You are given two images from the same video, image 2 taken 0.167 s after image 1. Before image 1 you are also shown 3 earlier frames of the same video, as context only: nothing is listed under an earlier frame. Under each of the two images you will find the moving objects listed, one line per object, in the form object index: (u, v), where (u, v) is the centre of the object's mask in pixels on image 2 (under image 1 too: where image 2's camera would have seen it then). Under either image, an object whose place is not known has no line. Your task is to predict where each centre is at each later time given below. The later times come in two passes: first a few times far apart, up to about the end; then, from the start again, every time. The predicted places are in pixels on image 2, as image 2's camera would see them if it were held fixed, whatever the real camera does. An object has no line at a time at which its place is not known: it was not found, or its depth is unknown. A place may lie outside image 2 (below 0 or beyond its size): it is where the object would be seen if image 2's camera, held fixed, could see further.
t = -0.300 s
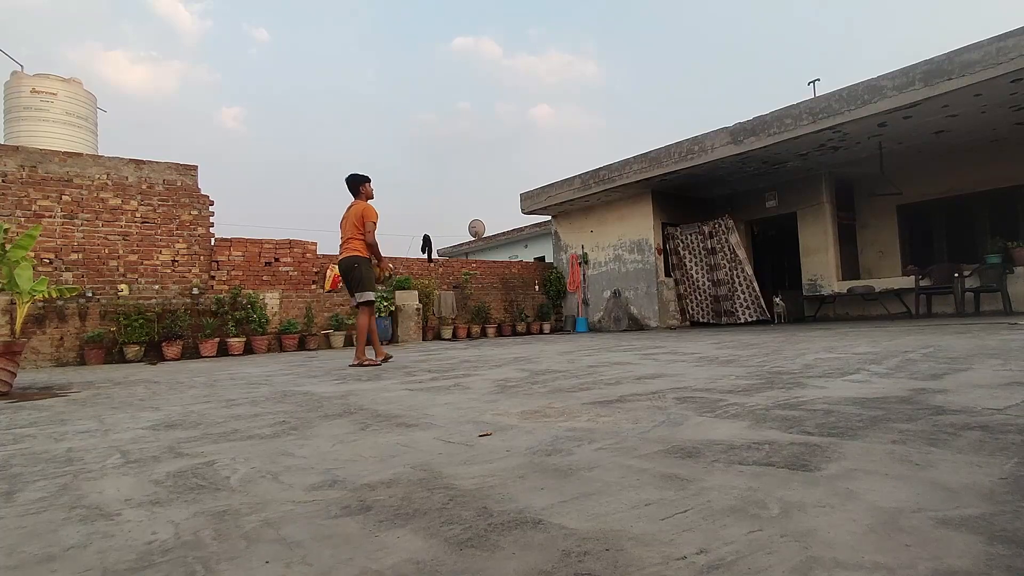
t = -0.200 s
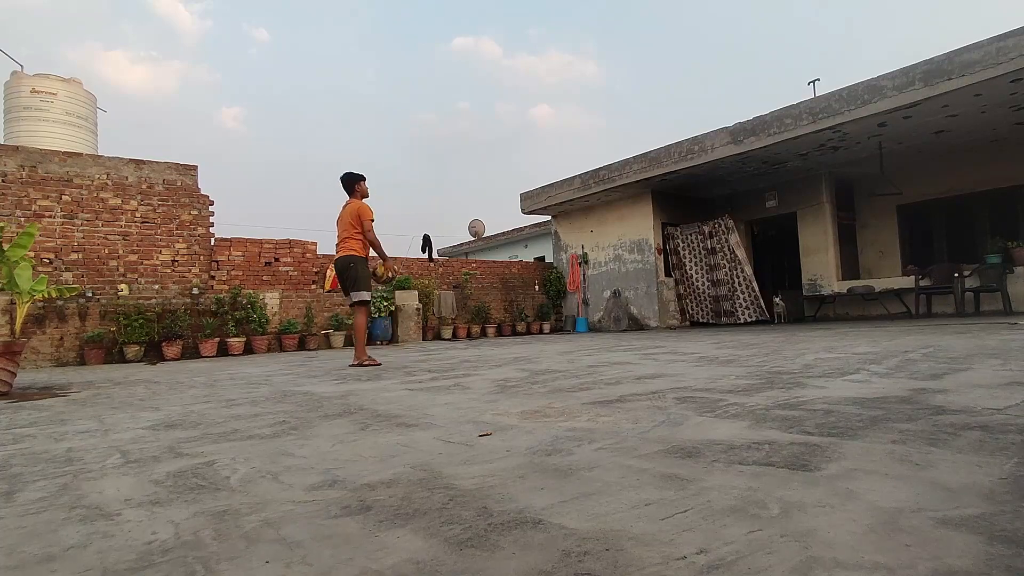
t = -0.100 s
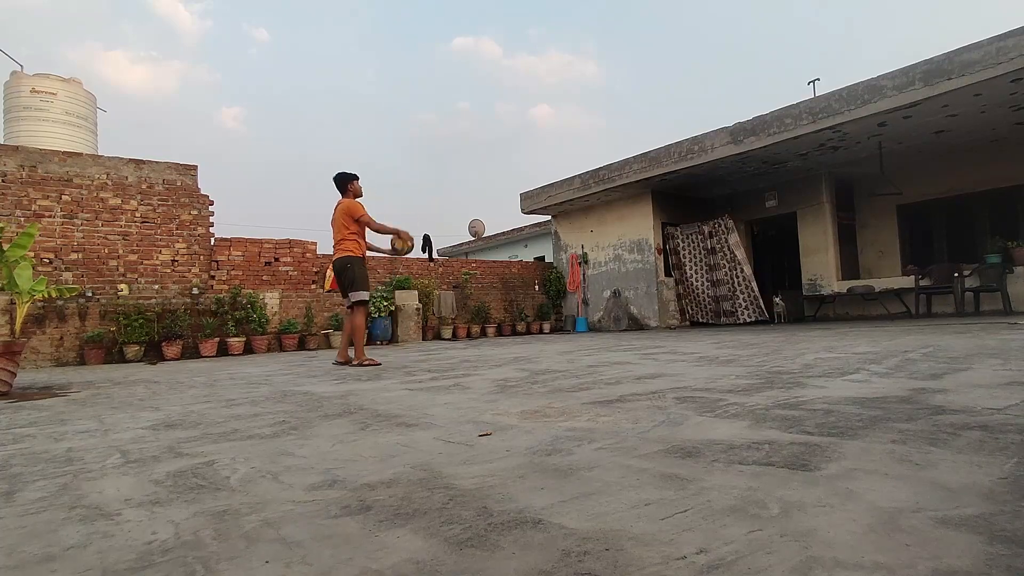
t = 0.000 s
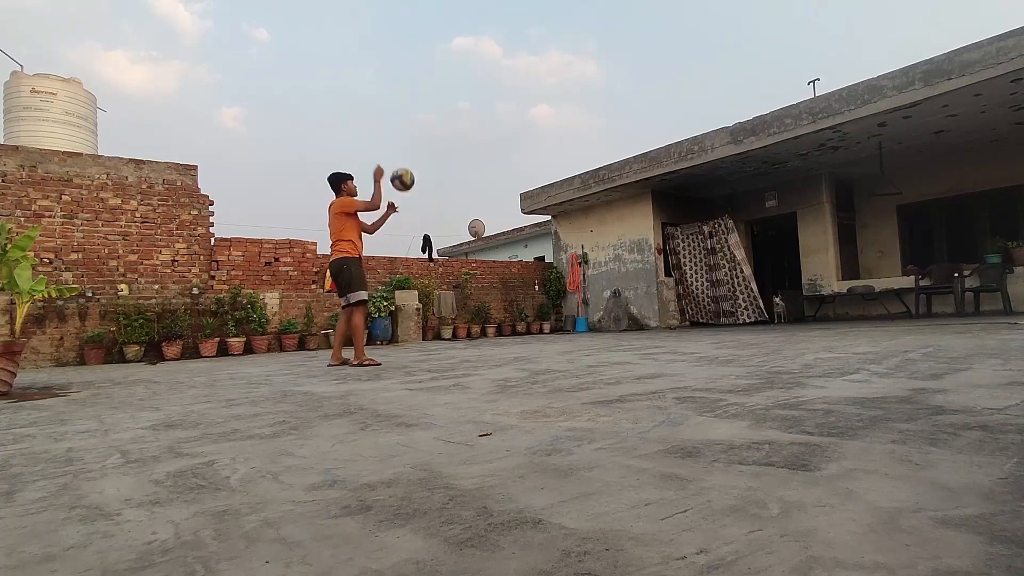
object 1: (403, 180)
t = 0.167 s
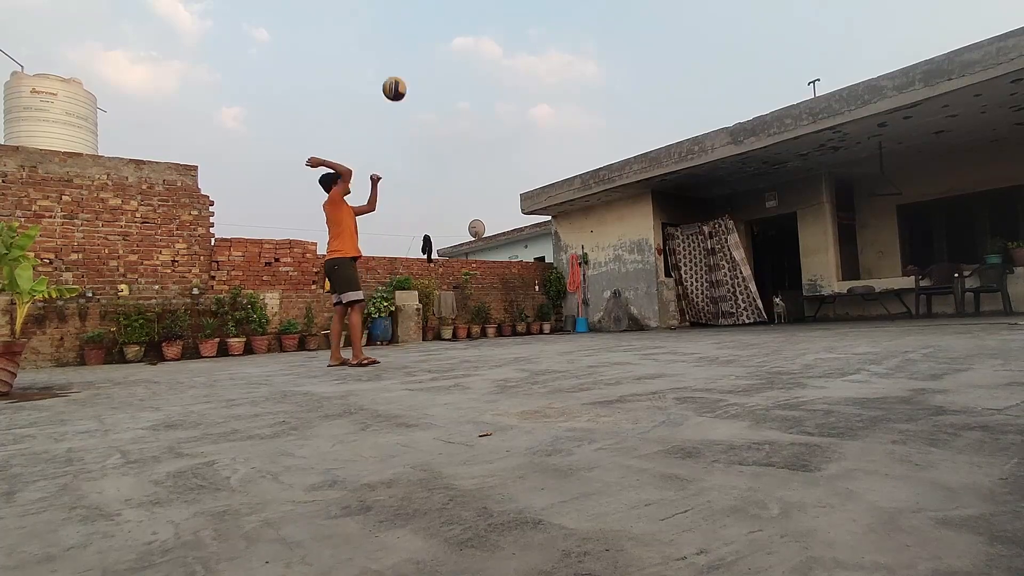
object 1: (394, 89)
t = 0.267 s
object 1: (390, 48)
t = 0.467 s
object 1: (382, 6)
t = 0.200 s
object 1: (393, 74)
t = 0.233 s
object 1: (391, 61)
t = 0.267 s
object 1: (390, 48)
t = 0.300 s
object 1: (388, 38)
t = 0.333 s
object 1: (387, 28)
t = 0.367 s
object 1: (385, 19)
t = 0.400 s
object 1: (384, 12)
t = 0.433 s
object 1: (383, 8)
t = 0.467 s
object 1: (382, 6)
